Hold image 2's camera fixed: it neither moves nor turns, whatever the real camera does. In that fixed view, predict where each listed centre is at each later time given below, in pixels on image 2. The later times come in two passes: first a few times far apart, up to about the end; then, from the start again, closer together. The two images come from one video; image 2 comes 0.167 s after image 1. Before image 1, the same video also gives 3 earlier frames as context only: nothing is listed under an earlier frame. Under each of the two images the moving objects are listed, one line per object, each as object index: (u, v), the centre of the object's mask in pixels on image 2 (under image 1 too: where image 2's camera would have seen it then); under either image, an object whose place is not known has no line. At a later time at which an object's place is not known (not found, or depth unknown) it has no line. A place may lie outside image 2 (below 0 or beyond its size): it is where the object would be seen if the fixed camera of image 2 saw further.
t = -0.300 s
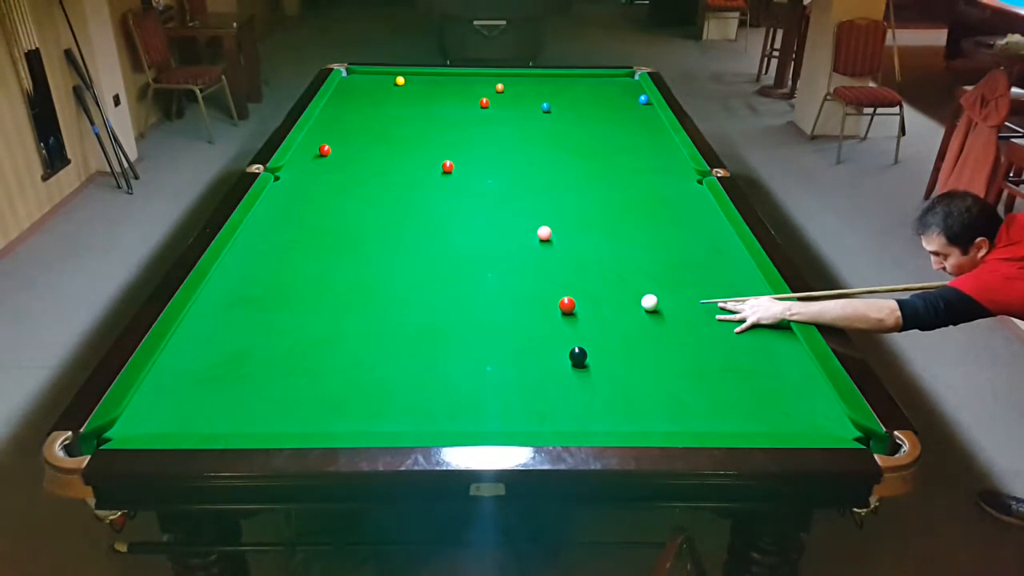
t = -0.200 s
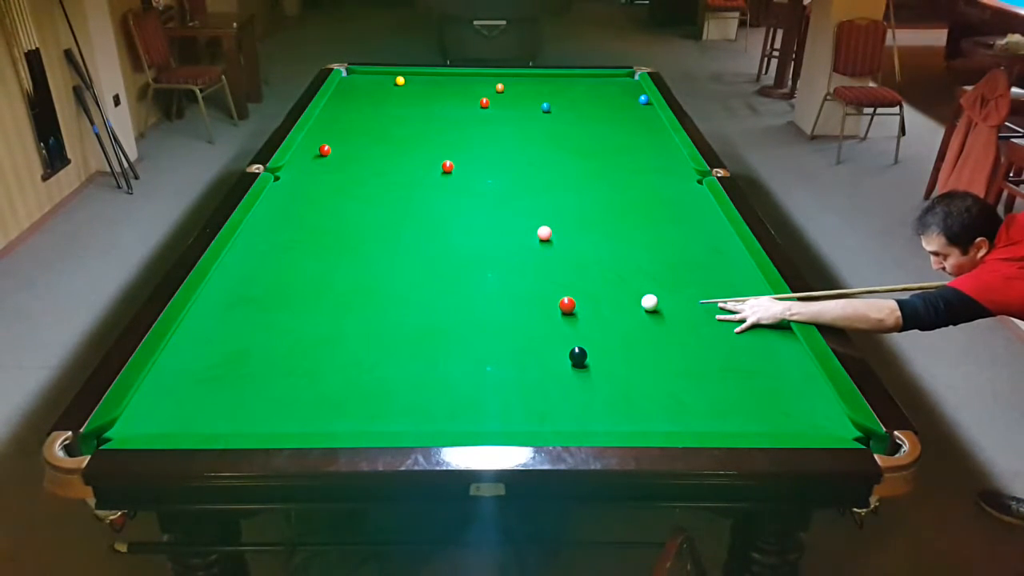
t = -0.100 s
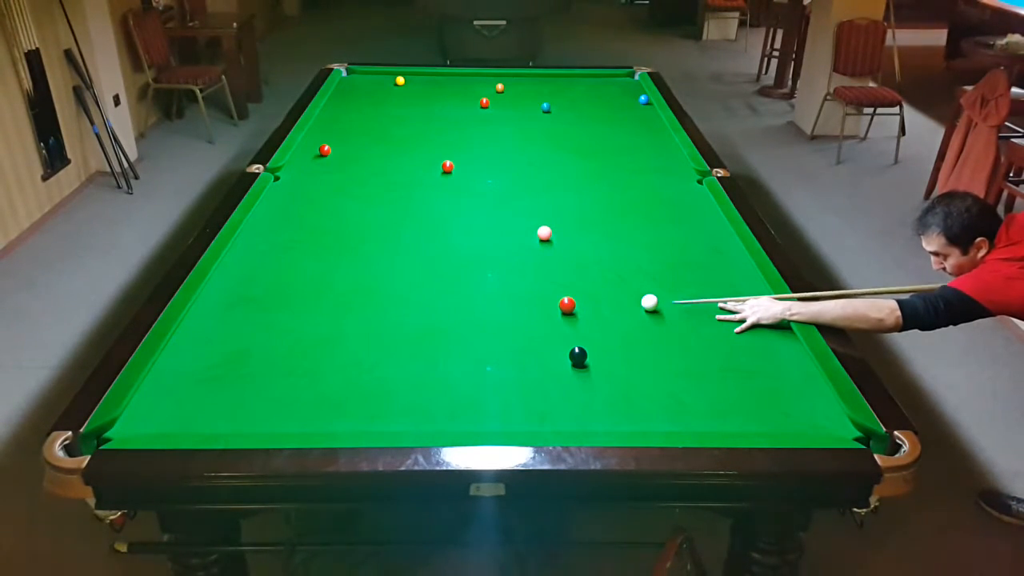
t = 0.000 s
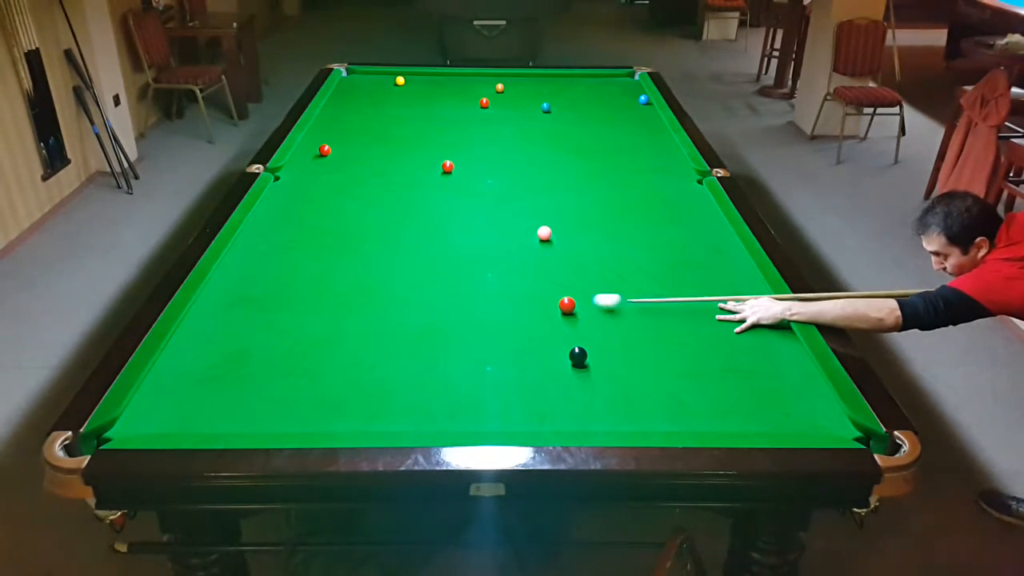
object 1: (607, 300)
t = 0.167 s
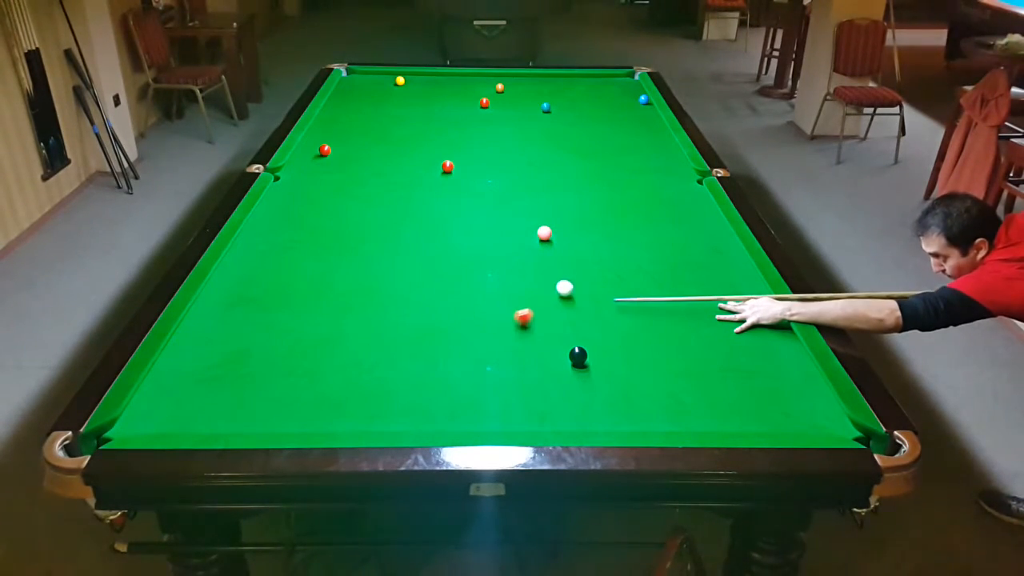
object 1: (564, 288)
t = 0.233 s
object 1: (557, 283)
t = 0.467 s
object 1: (535, 265)
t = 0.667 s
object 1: (517, 251)
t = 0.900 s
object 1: (499, 237)
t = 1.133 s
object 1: (482, 225)
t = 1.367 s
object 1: (467, 213)
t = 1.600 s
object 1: (453, 203)
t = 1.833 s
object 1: (441, 194)
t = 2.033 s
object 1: (431, 186)
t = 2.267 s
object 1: (420, 179)
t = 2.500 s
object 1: (411, 172)
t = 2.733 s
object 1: (402, 166)
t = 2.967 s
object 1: (394, 160)
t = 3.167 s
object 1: (387, 156)
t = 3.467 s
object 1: (379, 150)
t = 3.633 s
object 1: (375, 147)
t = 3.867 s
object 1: (369, 144)
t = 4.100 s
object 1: (364, 141)
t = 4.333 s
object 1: (361, 139)
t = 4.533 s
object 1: (358, 137)
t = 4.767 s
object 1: (355, 135)
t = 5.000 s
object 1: (353, 134)
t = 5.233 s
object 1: (351, 133)
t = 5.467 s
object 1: (350, 132)
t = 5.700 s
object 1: (350, 132)
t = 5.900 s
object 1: (350, 132)
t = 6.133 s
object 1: (350, 132)
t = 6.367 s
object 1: (350, 132)
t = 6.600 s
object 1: (350, 132)
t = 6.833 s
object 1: (350, 132)
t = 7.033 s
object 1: (350, 132)
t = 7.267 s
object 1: (350, 132)
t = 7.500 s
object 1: (350, 132)
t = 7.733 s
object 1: (350, 132)
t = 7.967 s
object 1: (350, 132)
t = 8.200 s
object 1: (350, 132)
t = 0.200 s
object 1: (561, 285)
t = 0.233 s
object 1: (557, 283)
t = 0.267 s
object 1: (554, 280)
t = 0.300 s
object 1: (551, 277)
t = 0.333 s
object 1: (547, 275)
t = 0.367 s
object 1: (544, 272)
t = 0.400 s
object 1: (541, 270)
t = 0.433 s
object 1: (537, 267)
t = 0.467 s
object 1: (535, 265)
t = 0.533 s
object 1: (528, 260)
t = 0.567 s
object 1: (526, 258)
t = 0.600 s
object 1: (523, 256)
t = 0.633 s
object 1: (520, 253)
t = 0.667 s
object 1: (517, 251)
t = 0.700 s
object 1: (514, 249)
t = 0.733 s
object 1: (512, 247)
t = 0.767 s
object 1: (509, 245)
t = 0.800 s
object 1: (507, 243)
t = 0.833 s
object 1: (504, 241)
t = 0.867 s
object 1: (501, 239)
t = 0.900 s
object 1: (499, 237)
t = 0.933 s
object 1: (496, 235)
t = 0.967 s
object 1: (494, 233)
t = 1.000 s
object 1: (492, 232)
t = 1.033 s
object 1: (489, 230)
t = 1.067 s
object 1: (487, 228)
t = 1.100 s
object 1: (484, 226)
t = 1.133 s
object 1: (482, 225)
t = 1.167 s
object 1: (480, 223)
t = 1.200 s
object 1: (478, 221)
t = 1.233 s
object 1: (476, 220)
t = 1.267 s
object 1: (473, 218)
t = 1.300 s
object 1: (471, 216)
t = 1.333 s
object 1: (469, 215)
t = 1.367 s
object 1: (467, 213)
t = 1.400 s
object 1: (465, 212)
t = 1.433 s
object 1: (463, 210)
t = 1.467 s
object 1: (461, 209)
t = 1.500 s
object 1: (459, 207)
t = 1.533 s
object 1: (457, 206)
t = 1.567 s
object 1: (455, 204)
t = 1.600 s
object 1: (453, 203)
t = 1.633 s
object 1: (451, 202)
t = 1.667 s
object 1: (449, 200)
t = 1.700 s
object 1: (448, 199)
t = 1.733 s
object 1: (446, 198)
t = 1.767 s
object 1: (444, 196)
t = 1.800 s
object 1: (442, 195)
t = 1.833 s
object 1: (441, 194)
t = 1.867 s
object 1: (439, 193)
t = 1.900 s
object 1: (437, 191)
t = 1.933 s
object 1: (436, 190)
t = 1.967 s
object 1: (434, 189)
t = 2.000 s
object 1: (432, 188)
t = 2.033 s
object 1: (431, 186)
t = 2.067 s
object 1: (429, 185)
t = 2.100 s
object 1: (428, 184)
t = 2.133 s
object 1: (426, 183)
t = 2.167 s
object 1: (425, 182)
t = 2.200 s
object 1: (423, 181)
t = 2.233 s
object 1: (422, 180)
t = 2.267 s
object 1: (420, 179)
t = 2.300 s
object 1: (419, 178)
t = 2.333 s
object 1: (417, 177)
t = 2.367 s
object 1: (416, 176)
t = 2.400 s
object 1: (415, 175)
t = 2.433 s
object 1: (413, 174)
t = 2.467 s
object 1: (412, 173)
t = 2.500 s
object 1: (411, 172)
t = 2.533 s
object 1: (409, 171)
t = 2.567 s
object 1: (408, 170)
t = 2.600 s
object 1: (406, 169)
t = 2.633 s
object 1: (405, 168)
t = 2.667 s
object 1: (404, 167)
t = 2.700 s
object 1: (403, 167)
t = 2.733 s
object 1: (402, 166)
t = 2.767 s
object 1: (401, 165)
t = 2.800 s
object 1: (400, 164)
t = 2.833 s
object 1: (398, 163)
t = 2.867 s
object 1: (397, 162)
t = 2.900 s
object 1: (396, 162)
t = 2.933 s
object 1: (395, 161)
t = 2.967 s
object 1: (394, 160)
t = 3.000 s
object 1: (393, 159)
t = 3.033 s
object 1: (392, 159)
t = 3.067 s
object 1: (391, 158)
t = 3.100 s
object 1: (389, 157)
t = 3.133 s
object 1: (389, 156)
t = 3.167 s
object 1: (387, 156)
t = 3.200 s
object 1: (386, 155)
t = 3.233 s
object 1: (385, 154)
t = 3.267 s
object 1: (385, 154)
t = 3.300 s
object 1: (384, 153)
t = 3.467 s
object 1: (379, 150)
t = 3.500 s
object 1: (378, 149)
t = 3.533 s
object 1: (377, 149)
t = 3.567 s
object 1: (376, 148)
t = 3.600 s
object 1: (376, 148)
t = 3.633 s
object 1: (375, 147)
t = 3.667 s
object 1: (374, 147)
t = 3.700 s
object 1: (373, 147)
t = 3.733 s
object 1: (372, 146)
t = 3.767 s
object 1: (371, 145)
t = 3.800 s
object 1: (371, 145)
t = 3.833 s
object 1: (370, 144)
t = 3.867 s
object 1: (369, 144)
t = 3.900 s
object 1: (368, 143)
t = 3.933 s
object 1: (368, 143)
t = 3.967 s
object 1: (367, 143)
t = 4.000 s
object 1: (366, 142)
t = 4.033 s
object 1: (366, 142)
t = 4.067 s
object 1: (365, 142)
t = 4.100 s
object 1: (364, 141)
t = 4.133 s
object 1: (364, 141)
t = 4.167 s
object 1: (363, 140)
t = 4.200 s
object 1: (363, 140)
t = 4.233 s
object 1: (362, 140)
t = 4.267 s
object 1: (361, 139)
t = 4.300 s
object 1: (361, 139)
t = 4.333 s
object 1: (361, 139)
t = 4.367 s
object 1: (360, 138)
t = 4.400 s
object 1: (360, 138)
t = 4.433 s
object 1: (359, 138)
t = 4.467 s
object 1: (359, 137)
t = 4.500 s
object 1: (358, 137)
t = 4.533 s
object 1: (358, 137)
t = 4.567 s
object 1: (357, 137)
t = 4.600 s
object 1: (357, 136)
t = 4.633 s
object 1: (356, 136)
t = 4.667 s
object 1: (356, 136)
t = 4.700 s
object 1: (356, 136)
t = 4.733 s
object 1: (355, 135)
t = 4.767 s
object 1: (355, 135)
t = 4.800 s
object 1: (355, 135)
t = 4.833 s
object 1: (354, 135)
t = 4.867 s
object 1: (354, 134)
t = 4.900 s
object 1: (354, 134)
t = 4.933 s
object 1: (353, 134)
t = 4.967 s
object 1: (353, 134)
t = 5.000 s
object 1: (353, 134)
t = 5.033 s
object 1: (352, 134)
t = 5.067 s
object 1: (352, 134)
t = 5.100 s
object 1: (352, 133)
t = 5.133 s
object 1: (352, 133)
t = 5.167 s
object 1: (352, 133)
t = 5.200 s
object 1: (351, 133)
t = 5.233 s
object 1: (351, 133)
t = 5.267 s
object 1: (351, 133)
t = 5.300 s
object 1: (351, 133)
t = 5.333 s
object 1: (351, 133)
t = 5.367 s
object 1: (350, 133)
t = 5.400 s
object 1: (350, 133)
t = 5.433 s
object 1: (350, 133)
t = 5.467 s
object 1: (350, 132)
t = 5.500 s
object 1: (350, 132)
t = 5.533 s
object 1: (350, 132)
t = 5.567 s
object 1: (350, 132)
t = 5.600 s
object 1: (350, 132)
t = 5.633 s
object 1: (350, 132)
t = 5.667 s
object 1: (350, 132)
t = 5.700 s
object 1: (350, 132)
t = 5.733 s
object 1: (350, 132)
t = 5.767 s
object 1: (350, 132)
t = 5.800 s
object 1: (350, 132)
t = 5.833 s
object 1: (350, 132)
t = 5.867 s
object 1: (350, 132)
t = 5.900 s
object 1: (350, 132)
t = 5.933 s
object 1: (350, 132)
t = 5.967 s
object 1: (350, 132)
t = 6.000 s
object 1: (350, 132)
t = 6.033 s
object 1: (350, 132)
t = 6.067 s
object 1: (350, 132)
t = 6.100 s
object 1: (350, 132)
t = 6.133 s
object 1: (350, 132)
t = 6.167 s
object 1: (350, 132)
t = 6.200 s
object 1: (350, 132)
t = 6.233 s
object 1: (350, 132)
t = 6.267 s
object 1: (350, 132)
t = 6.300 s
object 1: (350, 132)
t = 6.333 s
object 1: (350, 132)
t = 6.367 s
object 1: (350, 132)
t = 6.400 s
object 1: (350, 132)
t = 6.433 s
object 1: (350, 132)
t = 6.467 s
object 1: (350, 132)
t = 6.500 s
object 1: (350, 132)
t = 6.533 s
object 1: (350, 132)
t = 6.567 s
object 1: (350, 132)
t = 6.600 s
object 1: (350, 132)
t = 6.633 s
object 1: (350, 132)
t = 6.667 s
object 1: (350, 132)
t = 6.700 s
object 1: (350, 132)
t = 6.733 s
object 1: (350, 132)
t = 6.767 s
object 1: (350, 132)
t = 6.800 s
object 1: (350, 132)
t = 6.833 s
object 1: (350, 132)
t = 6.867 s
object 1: (350, 132)
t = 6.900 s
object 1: (350, 132)
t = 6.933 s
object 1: (350, 132)
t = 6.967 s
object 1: (350, 132)
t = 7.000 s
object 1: (350, 132)
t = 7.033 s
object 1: (350, 132)
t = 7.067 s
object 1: (350, 132)
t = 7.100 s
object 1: (350, 132)
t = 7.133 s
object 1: (350, 132)
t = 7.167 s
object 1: (350, 132)
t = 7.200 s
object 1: (350, 132)
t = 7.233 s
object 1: (350, 132)
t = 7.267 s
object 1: (350, 132)
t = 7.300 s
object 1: (350, 132)
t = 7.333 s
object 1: (350, 132)
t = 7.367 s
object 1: (350, 132)
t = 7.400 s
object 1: (350, 132)
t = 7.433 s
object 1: (350, 132)
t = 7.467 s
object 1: (350, 132)
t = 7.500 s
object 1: (350, 132)
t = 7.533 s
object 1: (350, 132)
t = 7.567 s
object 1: (350, 132)
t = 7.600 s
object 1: (350, 132)
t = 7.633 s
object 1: (350, 132)
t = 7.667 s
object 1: (350, 132)
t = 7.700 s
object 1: (350, 132)
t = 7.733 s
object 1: (350, 132)
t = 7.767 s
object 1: (350, 132)
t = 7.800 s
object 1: (350, 132)
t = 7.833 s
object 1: (350, 132)
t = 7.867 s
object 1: (350, 132)
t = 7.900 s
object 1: (350, 132)
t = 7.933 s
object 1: (350, 132)
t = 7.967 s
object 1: (350, 132)
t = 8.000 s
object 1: (350, 132)
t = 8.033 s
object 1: (350, 132)
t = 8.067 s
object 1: (350, 132)
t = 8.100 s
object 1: (350, 132)
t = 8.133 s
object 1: (350, 132)
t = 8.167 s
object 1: (350, 132)
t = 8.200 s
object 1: (350, 132)
